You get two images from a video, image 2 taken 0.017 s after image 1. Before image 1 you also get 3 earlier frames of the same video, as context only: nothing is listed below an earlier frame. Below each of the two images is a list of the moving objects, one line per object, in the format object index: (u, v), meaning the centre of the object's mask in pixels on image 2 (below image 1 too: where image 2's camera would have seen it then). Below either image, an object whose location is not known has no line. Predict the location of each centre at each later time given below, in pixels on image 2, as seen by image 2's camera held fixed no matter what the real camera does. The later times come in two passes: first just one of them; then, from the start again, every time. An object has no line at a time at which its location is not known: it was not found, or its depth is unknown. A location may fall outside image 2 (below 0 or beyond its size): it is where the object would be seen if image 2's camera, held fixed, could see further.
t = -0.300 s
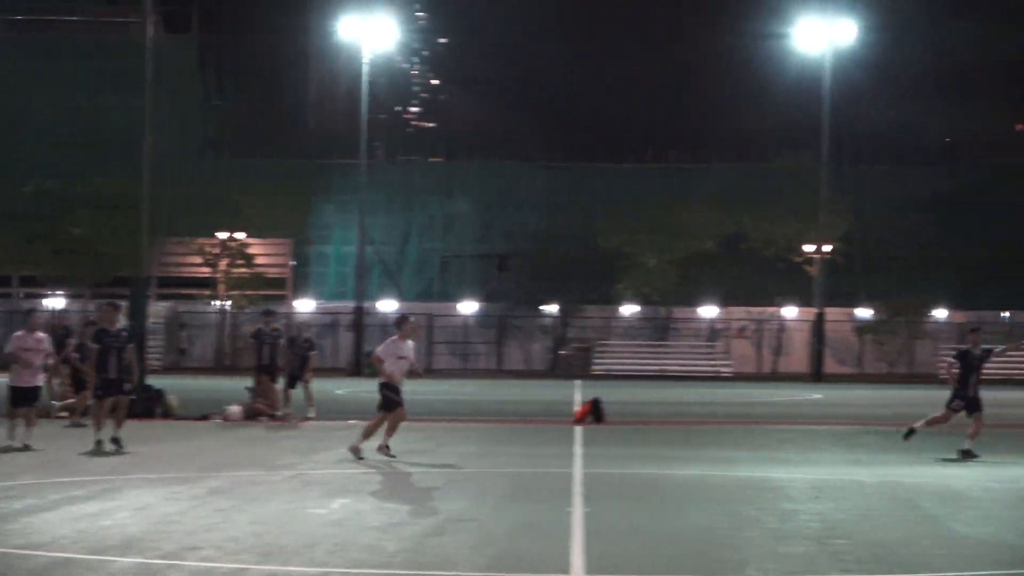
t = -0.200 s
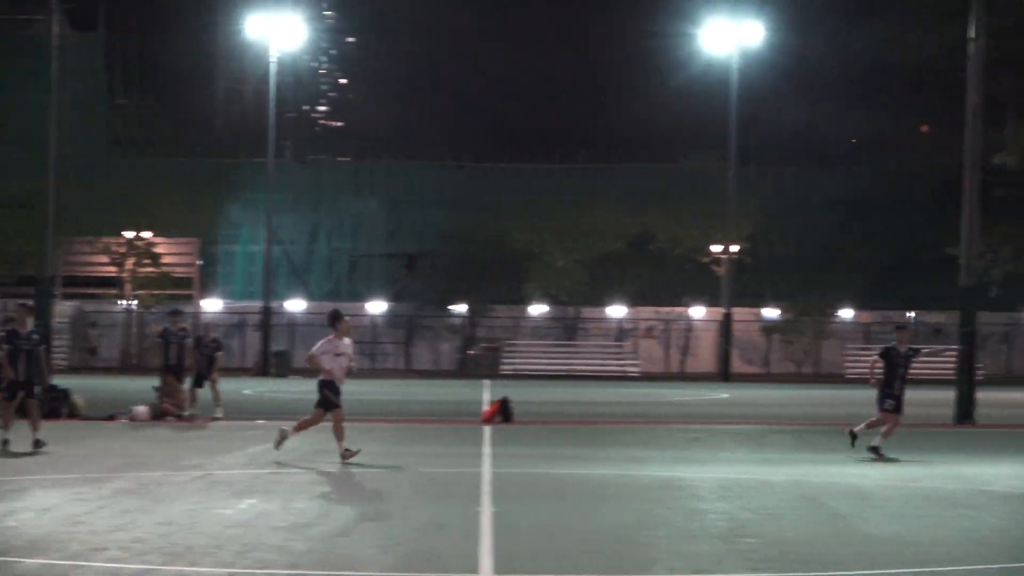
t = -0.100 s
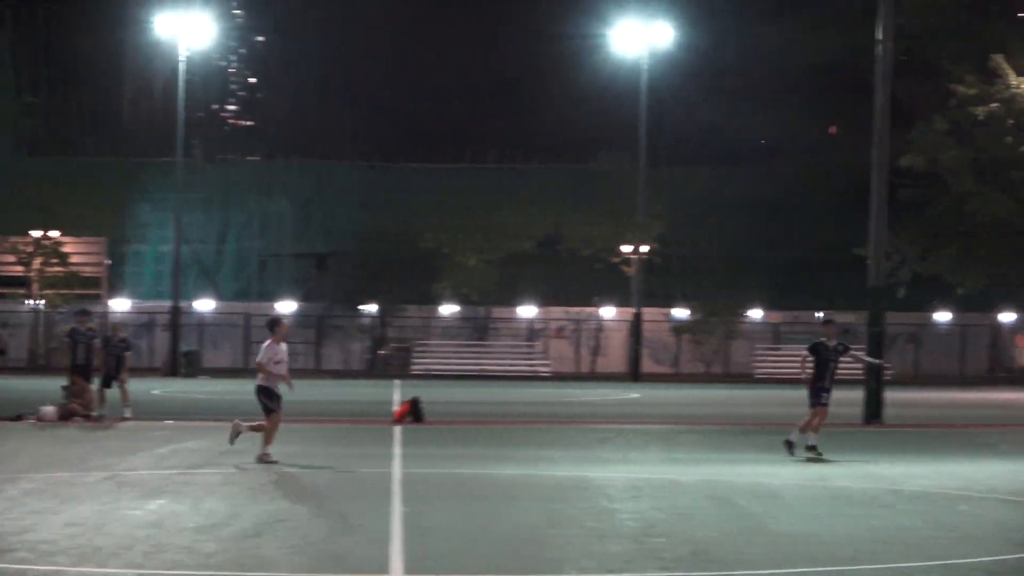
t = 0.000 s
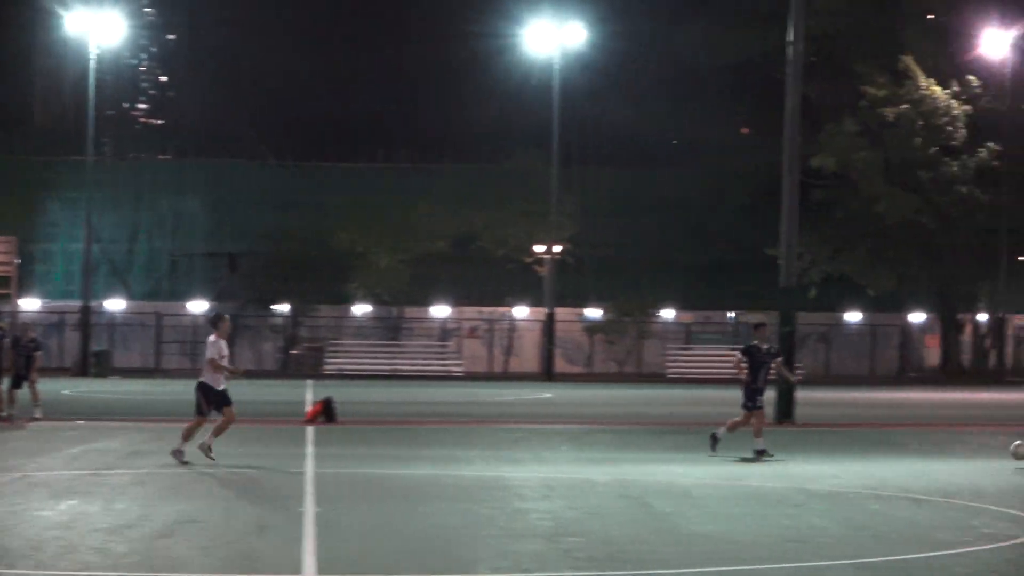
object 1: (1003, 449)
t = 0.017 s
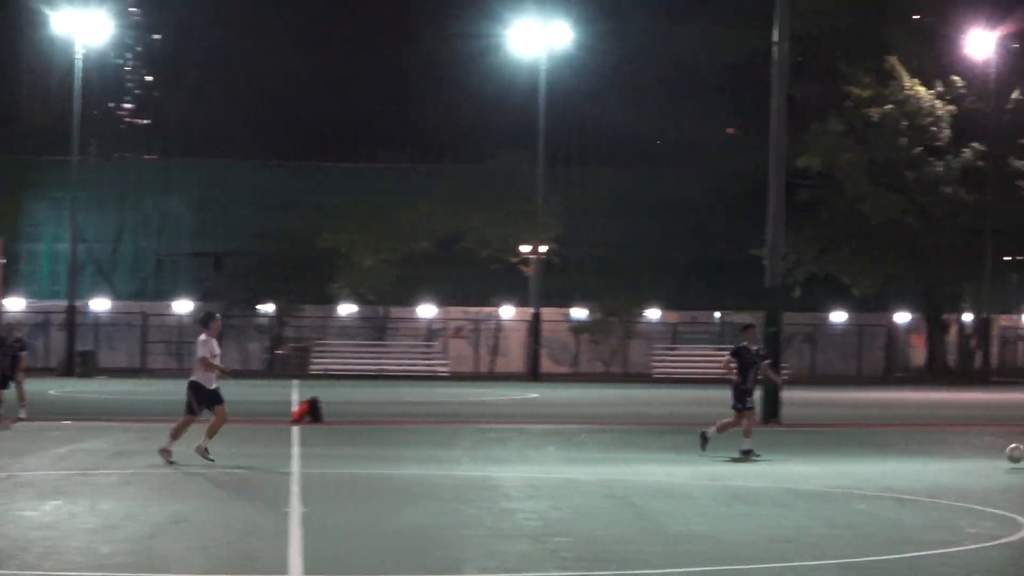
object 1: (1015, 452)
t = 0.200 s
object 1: (1134, 440)
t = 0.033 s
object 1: (1026, 456)
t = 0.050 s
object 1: (1036, 458)
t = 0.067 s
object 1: (1047, 454)
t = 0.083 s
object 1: (1058, 452)
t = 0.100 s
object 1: (1068, 449)
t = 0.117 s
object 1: (1080, 447)
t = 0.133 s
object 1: (1091, 445)
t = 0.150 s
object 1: (1101, 443)
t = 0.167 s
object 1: (1112, 442)
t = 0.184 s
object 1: (1124, 441)
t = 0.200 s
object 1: (1134, 440)
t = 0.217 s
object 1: (1146, 439)
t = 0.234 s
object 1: (1157, 439)
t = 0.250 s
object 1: (1168, 438)
